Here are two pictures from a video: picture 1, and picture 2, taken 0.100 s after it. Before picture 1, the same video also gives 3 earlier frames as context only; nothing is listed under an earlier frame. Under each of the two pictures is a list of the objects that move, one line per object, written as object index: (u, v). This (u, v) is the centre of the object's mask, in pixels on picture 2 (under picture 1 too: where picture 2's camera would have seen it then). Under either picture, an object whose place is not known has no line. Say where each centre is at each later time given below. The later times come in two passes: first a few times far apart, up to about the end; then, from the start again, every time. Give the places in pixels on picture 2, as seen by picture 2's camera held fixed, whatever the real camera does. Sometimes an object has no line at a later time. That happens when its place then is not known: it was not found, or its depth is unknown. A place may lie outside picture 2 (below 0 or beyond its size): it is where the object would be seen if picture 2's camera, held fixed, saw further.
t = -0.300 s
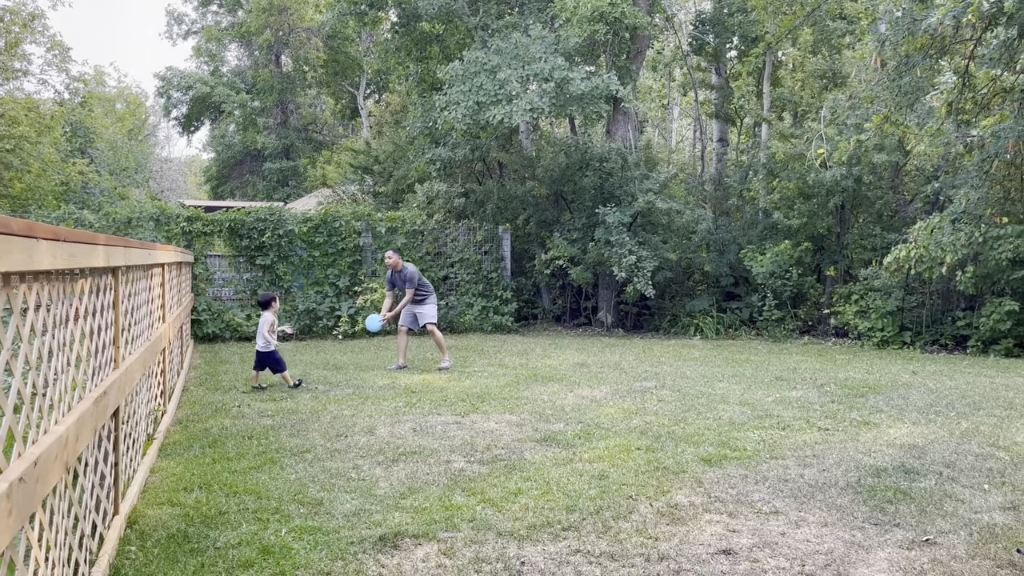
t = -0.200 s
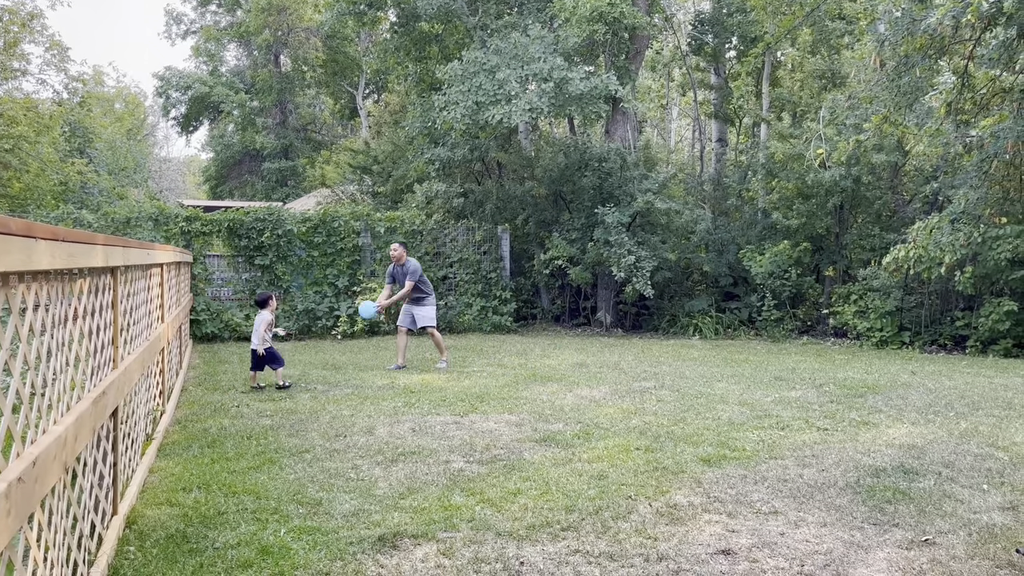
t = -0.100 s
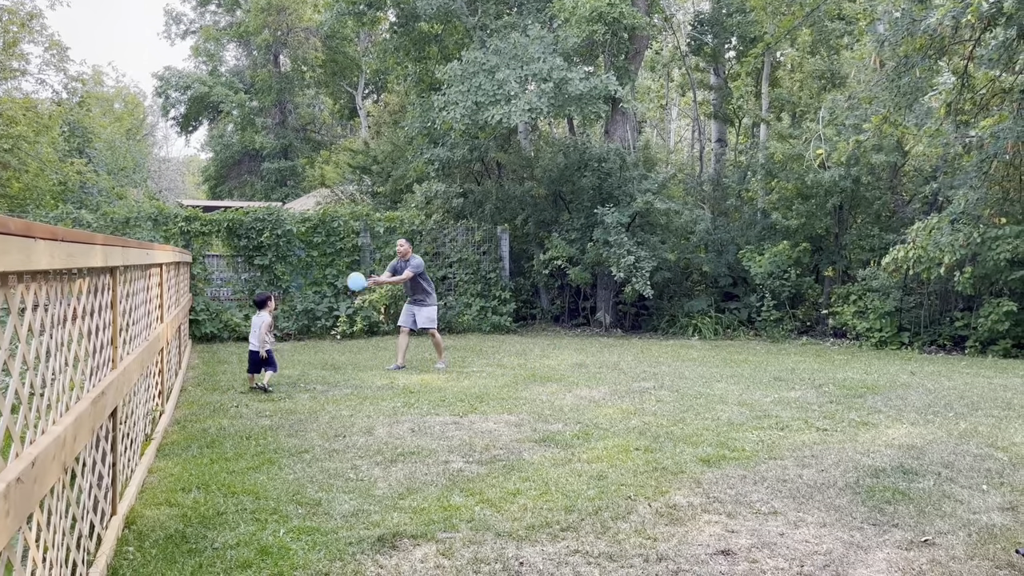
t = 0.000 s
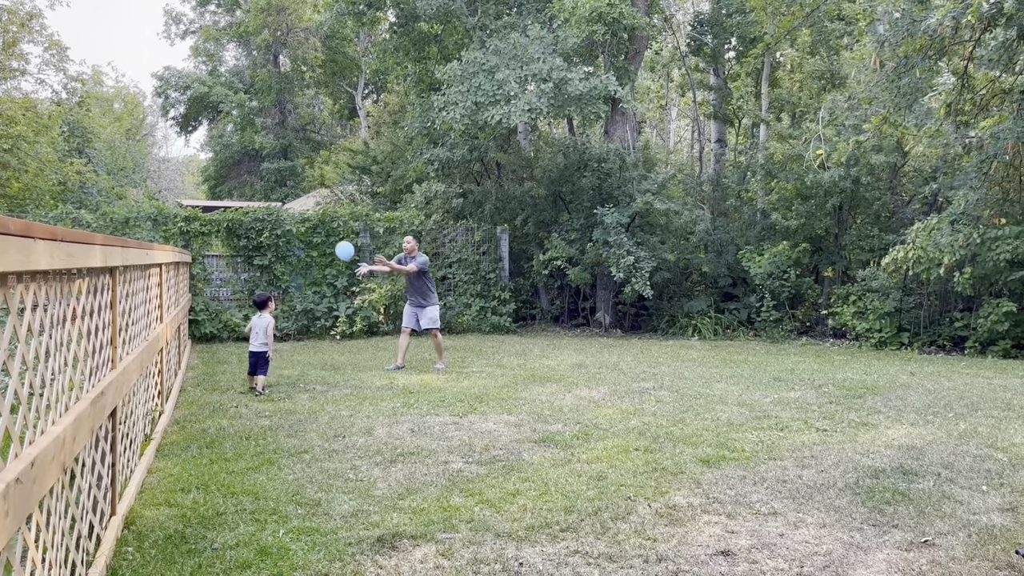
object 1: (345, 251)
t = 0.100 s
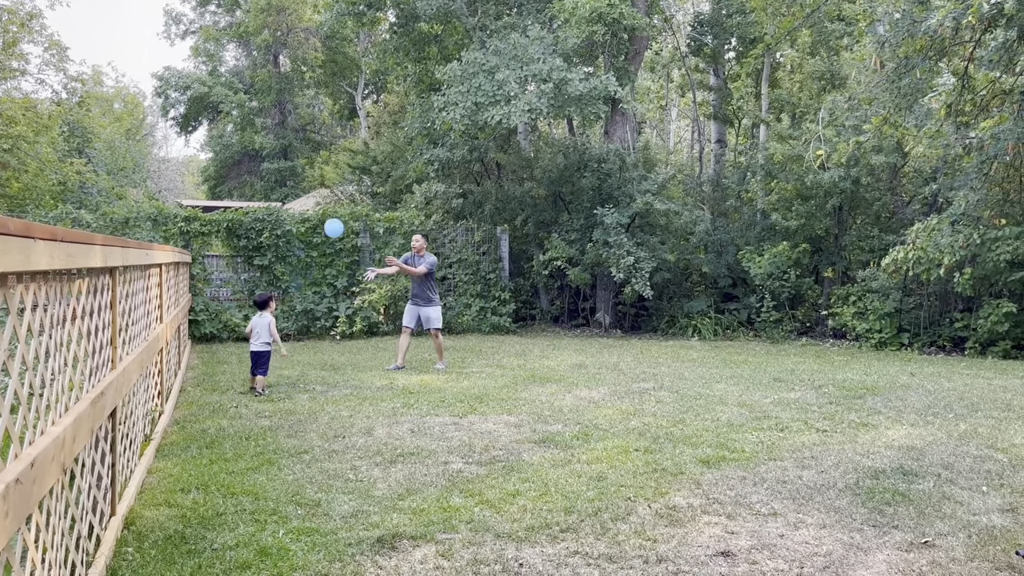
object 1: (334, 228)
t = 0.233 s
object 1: (320, 213)
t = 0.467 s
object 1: (294, 225)
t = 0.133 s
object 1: (330, 223)
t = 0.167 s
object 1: (327, 218)
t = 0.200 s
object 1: (323, 214)
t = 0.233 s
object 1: (320, 213)
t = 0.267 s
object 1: (317, 212)
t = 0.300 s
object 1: (312, 211)
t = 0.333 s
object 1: (309, 212)
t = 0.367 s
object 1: (306, 213)
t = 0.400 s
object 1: (302, 216)
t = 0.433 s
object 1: (298, 220)
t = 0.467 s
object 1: (294, 225)
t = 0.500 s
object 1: (290, 232)
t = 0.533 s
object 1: (286, 240)
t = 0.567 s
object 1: (283, 249)
